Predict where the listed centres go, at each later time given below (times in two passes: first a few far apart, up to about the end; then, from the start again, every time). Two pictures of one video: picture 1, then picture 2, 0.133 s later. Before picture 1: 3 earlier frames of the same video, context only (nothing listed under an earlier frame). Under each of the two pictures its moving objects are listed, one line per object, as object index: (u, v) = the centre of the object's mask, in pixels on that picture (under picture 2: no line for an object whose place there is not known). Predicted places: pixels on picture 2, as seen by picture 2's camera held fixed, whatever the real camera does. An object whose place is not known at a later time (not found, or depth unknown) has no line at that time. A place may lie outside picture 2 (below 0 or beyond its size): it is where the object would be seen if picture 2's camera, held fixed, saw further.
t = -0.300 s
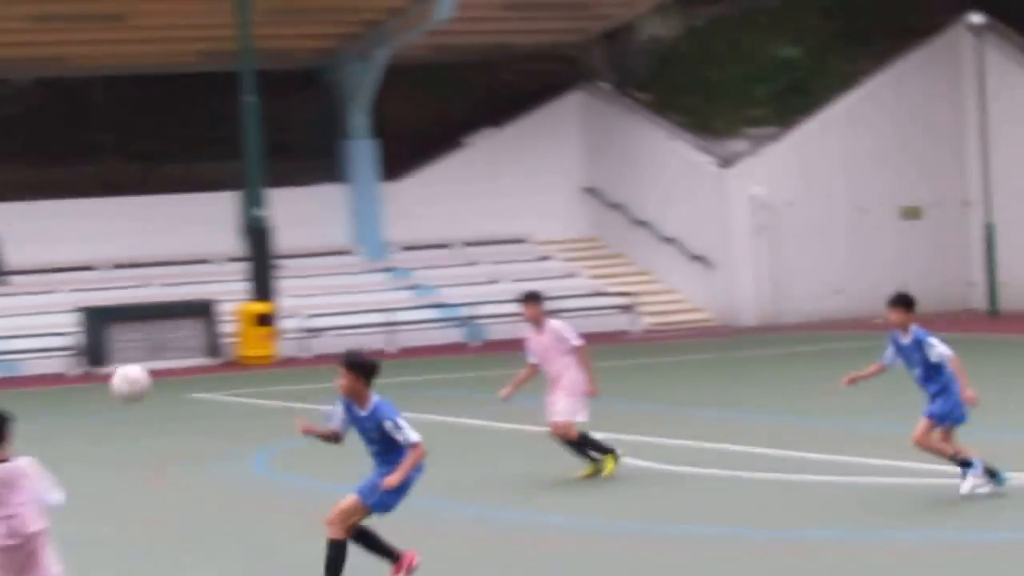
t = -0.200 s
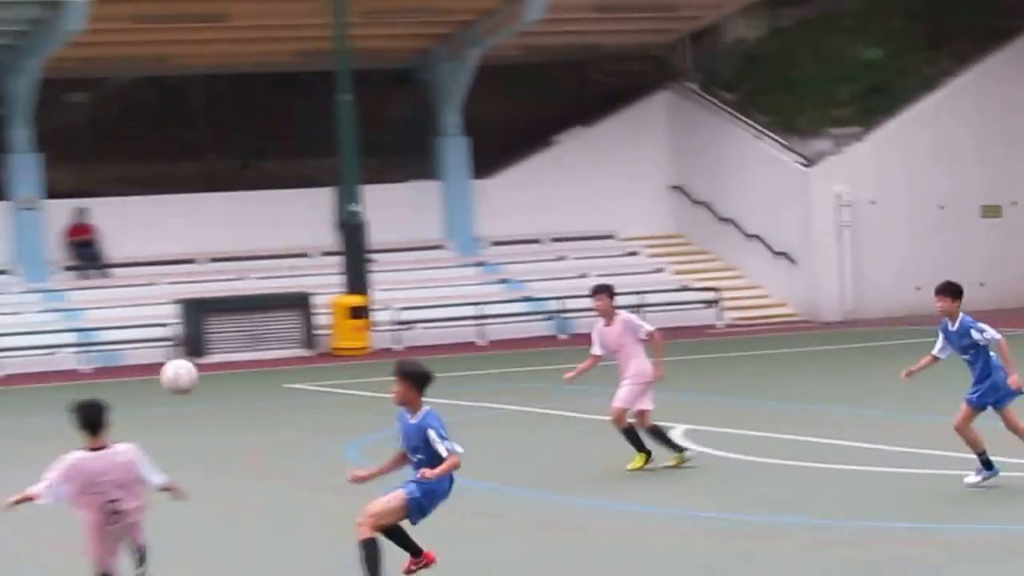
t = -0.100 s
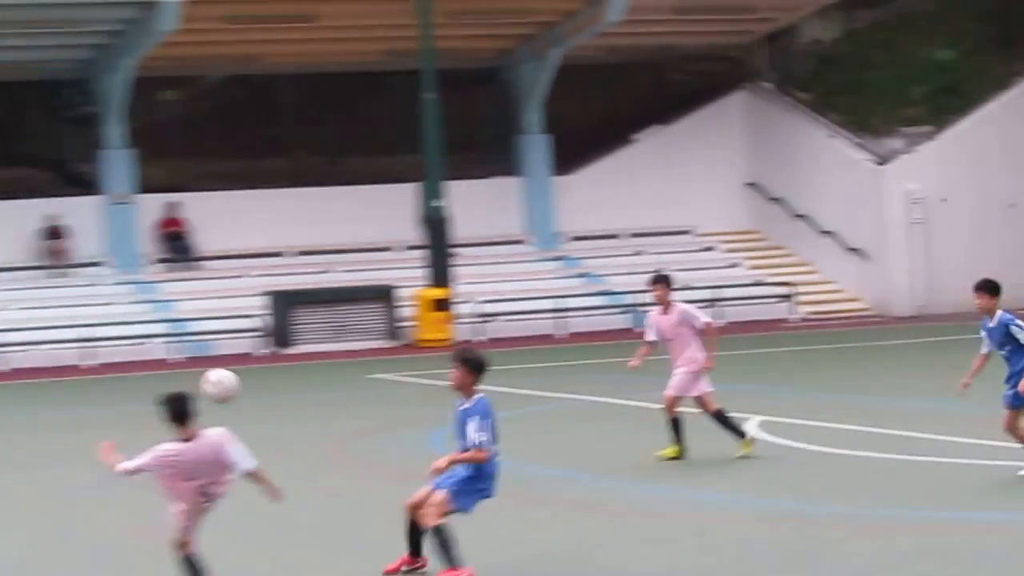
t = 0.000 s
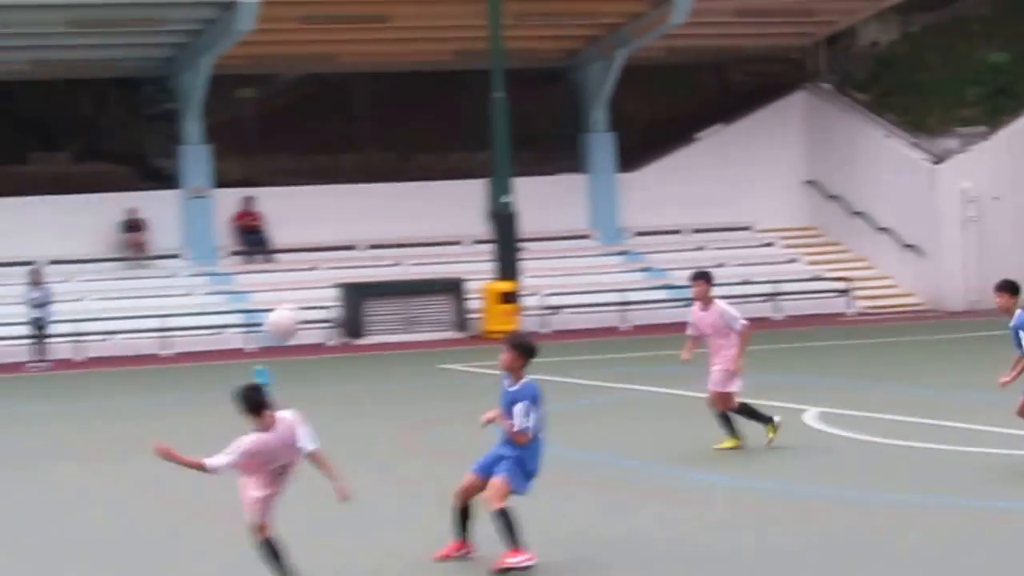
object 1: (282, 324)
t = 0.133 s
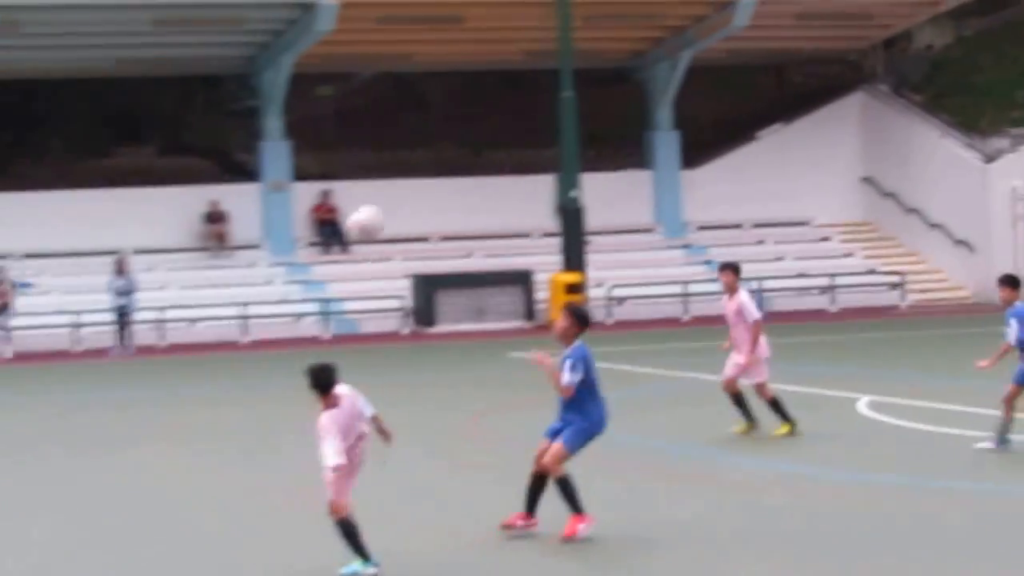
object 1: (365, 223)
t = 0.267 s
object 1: (372, 161)
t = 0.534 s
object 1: (392, 123)
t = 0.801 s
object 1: (417, 190)
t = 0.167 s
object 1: (366, 205)
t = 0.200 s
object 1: (368, 188)
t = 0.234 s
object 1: (370, 173)
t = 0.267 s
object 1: (372, 161)
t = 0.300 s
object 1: (374, 152)
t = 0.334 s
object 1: (376, 143)
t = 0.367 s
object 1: (379, 135)
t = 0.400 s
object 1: (381, 129)
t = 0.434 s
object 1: (384, 125)
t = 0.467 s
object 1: (387, 122)
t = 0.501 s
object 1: (390, 122)
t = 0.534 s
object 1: (392, 123)
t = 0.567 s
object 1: (395, 125)
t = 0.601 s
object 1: (397, 130)
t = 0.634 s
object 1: (400, 135)
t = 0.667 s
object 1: (404, 143)
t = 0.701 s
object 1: (407, 152)
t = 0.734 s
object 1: (410, 163)
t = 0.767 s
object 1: (414, 176)
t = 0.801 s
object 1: (417, 190)
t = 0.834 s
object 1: (420, 206)
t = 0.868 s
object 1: (423, 224)
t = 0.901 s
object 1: (426, 244)
